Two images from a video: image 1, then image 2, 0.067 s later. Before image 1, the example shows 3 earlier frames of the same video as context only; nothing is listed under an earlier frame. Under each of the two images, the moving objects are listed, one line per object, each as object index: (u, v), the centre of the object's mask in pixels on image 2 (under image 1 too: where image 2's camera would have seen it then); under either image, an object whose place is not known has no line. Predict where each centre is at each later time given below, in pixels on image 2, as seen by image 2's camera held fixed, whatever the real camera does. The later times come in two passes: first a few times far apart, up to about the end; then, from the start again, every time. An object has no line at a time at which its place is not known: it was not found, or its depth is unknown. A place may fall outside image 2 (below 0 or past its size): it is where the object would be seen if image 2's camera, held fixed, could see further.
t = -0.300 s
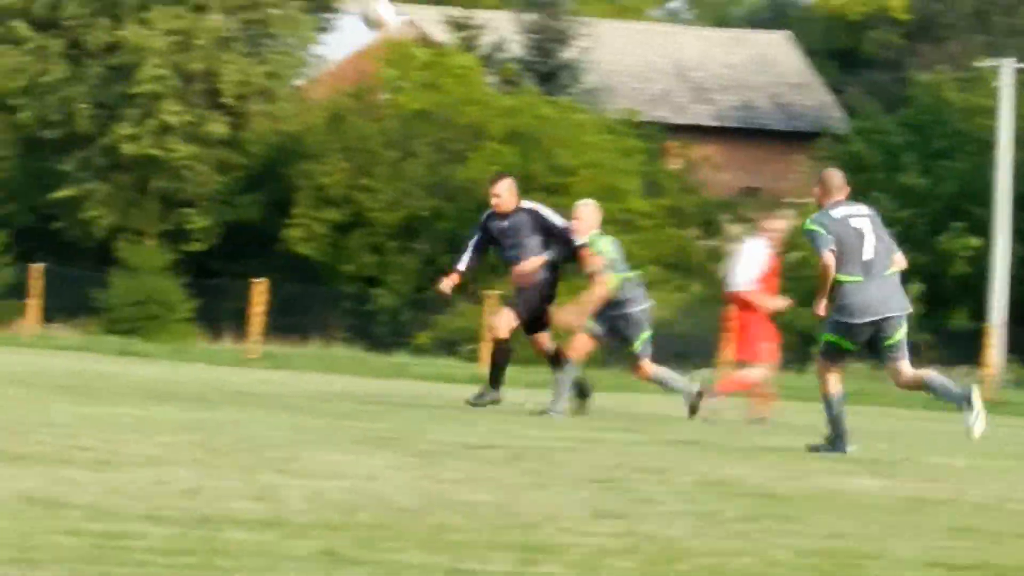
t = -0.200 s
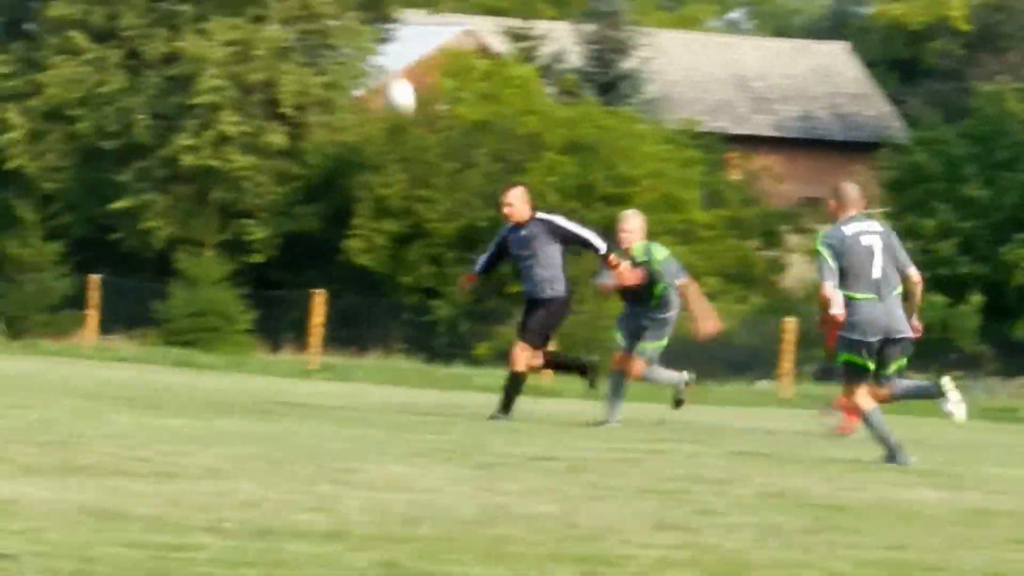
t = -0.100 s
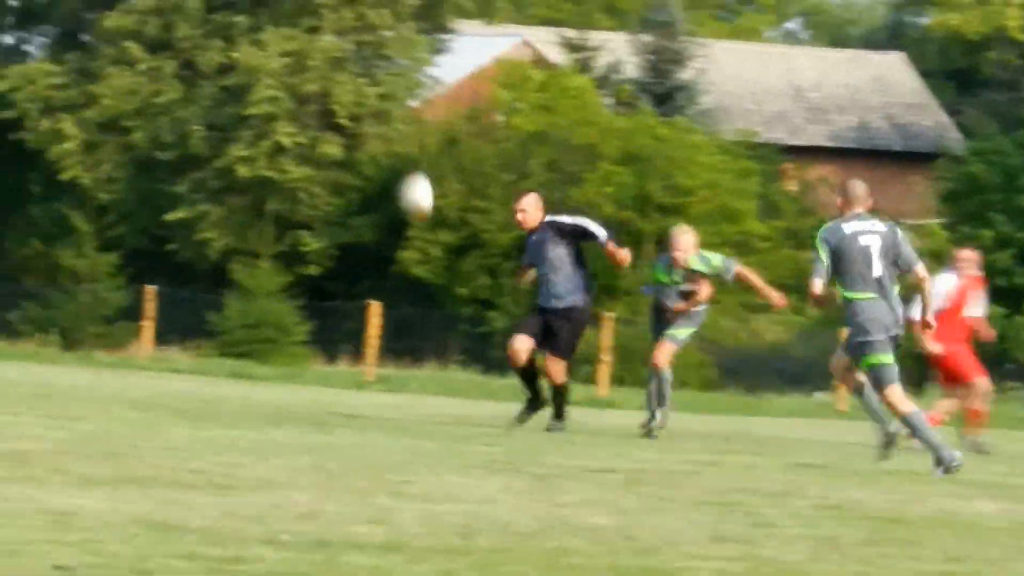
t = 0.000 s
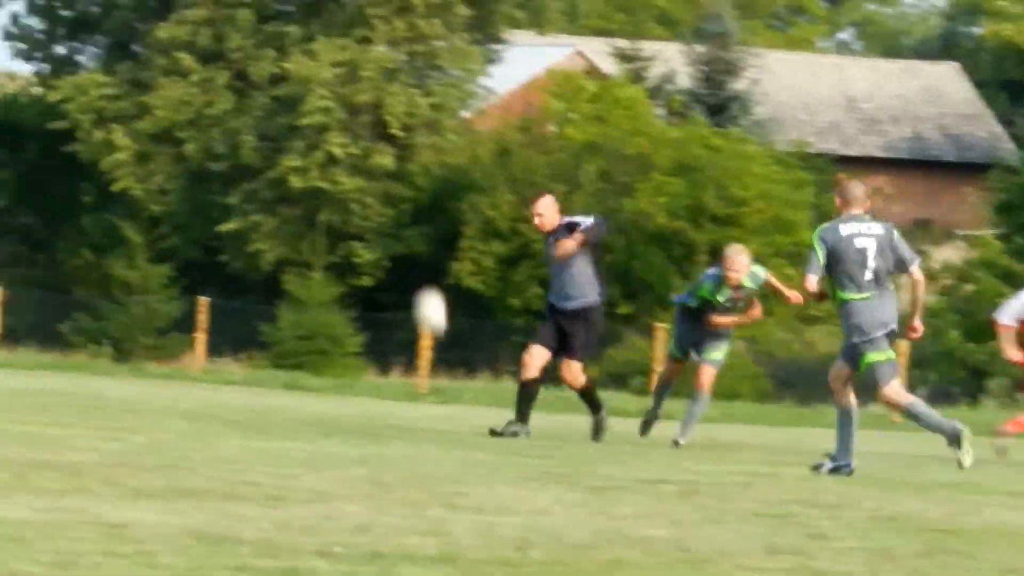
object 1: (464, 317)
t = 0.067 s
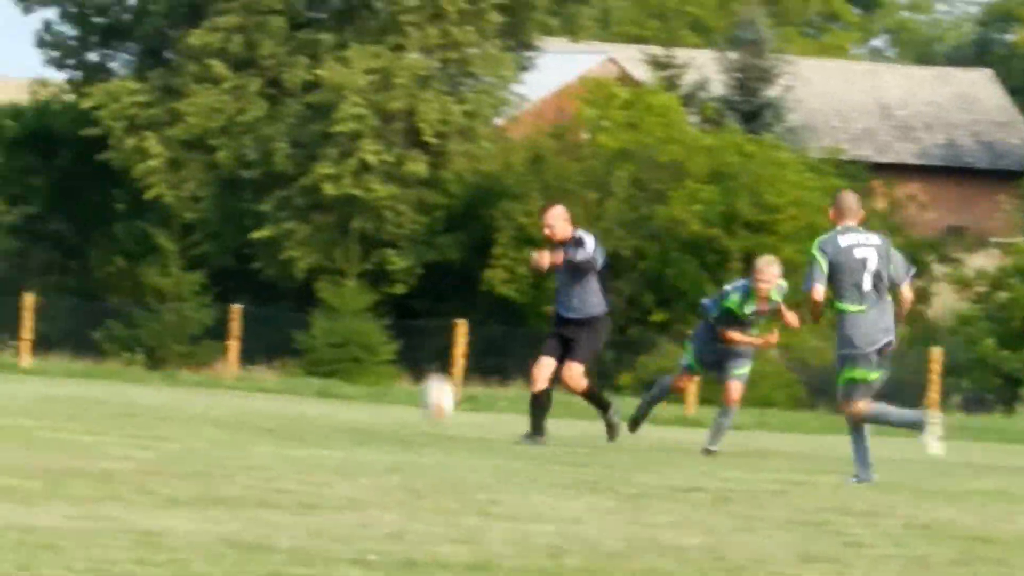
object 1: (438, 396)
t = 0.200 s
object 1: (401, 341)
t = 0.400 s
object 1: (348, 205)
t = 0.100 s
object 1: (427, 425)
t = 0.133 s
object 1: (419, 396)
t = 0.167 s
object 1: (409, 366)
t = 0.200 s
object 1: (401, 341)
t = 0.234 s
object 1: (393, 315)
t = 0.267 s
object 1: (383, 291)
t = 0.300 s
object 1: (375, 266)
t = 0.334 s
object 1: (366, 245)
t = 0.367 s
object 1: (356, 225)
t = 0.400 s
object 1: (348, 205)
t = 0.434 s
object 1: (337, 190)
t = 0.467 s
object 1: (327, 175)
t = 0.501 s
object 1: (316, 161)
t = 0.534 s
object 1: (307, 149)
